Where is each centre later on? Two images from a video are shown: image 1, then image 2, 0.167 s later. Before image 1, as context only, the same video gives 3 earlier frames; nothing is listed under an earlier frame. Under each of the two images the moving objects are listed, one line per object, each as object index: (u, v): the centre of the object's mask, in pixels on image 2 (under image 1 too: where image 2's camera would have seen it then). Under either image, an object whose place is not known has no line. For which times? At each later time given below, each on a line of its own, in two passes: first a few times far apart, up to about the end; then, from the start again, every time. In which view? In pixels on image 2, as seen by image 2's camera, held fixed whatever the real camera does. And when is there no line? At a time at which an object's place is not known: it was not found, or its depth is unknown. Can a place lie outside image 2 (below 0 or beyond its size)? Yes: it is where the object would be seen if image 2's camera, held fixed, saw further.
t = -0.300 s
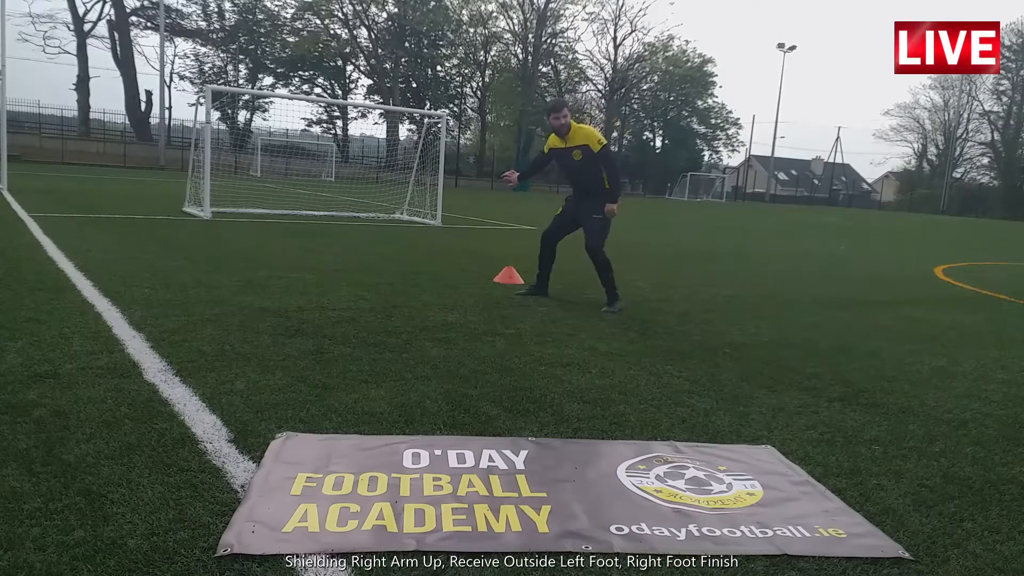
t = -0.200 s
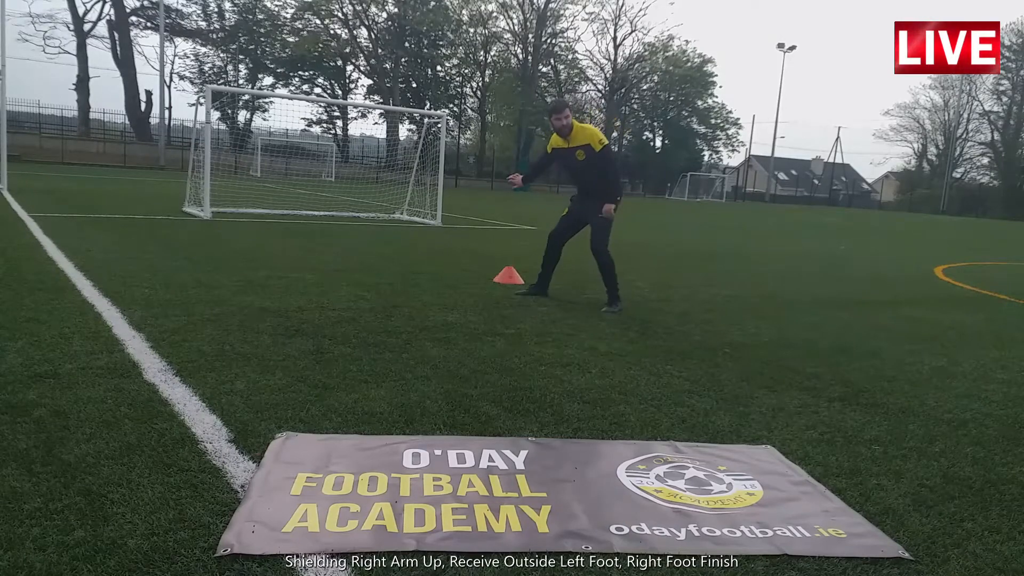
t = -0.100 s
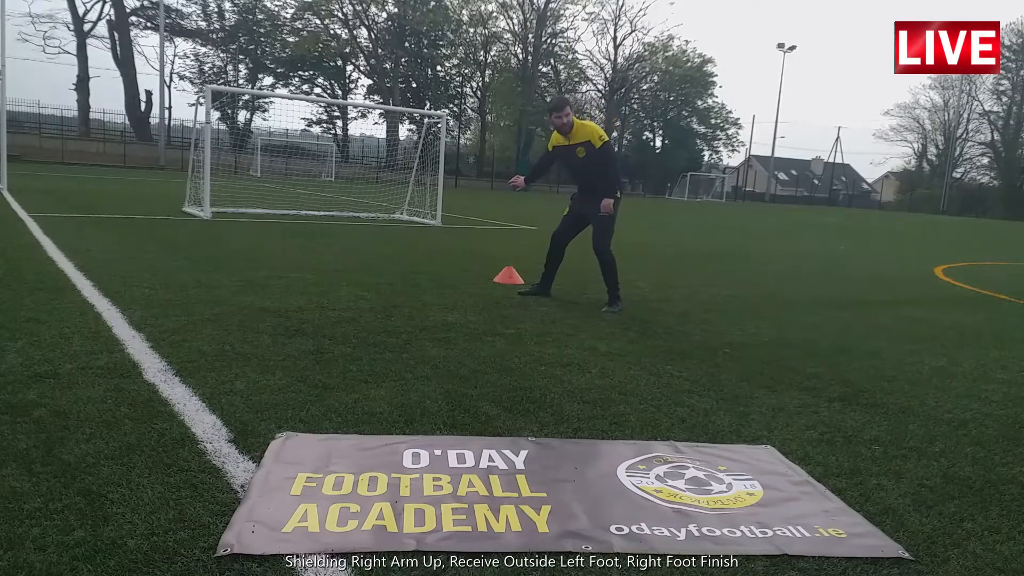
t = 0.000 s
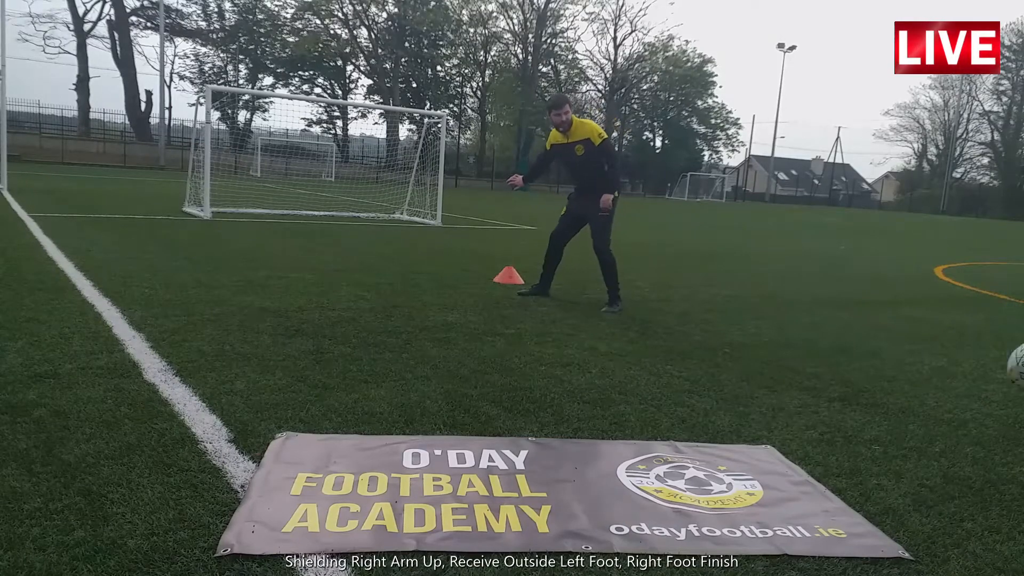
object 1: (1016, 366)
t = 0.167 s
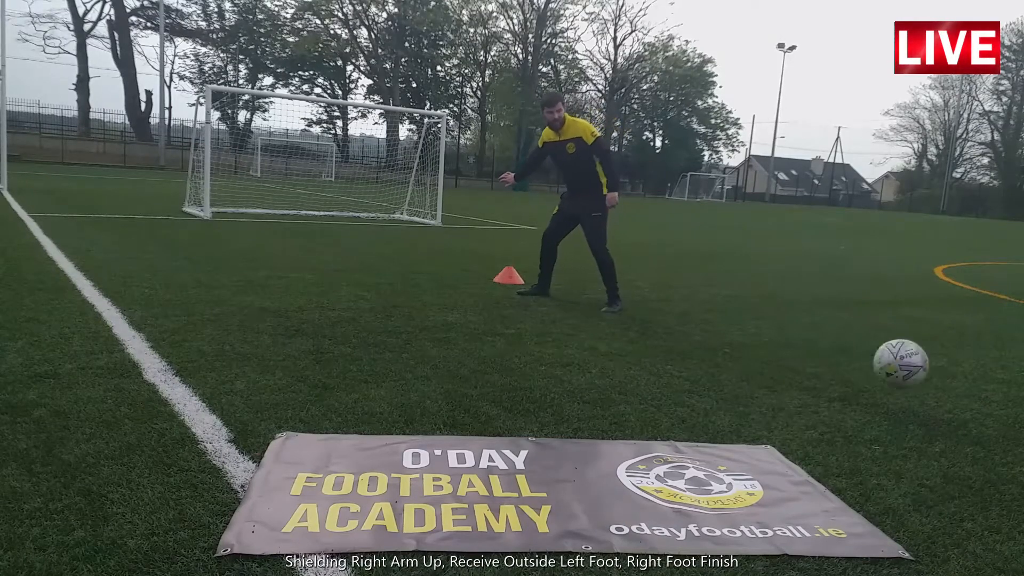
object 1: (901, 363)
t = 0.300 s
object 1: (865, 325)
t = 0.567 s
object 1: (783, 357)
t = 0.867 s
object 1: (681, 338)
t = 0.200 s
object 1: (892, 349)
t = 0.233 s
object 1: (883, 340)
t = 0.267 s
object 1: (874, 330)
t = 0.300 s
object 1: (865, 325)
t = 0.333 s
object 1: (855, 321)
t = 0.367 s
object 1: (845, 319)
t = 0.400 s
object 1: (834, 319)
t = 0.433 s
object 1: (824, 324)
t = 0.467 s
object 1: (813, 330)
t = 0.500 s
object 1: (803, 337)
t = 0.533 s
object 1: (794, 346)
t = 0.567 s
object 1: (783, 357)
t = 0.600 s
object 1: (772, 369)
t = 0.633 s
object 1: (760, 357)
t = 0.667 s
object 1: (748, 348)
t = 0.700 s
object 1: (736, 341)
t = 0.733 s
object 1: (725, 337)
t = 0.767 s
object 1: (714, 335)
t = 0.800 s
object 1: (703, 334)
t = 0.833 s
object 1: (692, 336)
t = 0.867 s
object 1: (681, 338)
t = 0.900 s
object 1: (670, 343)
